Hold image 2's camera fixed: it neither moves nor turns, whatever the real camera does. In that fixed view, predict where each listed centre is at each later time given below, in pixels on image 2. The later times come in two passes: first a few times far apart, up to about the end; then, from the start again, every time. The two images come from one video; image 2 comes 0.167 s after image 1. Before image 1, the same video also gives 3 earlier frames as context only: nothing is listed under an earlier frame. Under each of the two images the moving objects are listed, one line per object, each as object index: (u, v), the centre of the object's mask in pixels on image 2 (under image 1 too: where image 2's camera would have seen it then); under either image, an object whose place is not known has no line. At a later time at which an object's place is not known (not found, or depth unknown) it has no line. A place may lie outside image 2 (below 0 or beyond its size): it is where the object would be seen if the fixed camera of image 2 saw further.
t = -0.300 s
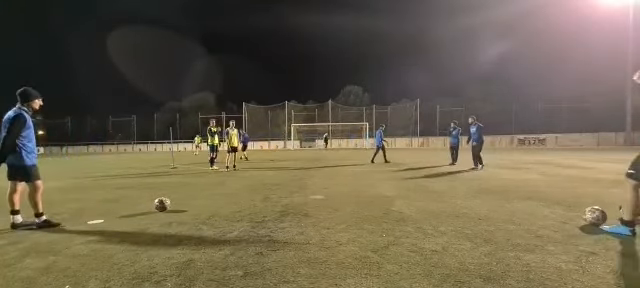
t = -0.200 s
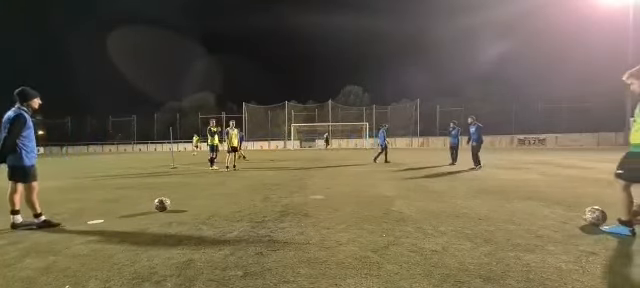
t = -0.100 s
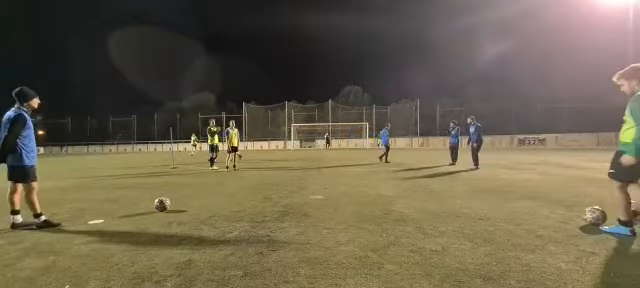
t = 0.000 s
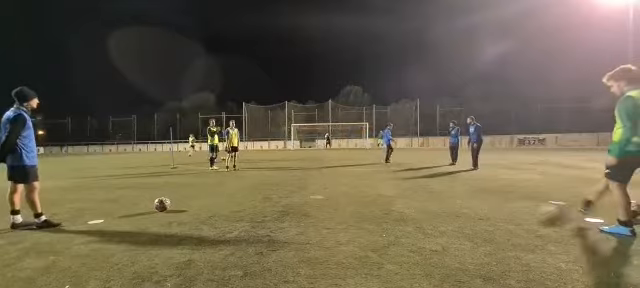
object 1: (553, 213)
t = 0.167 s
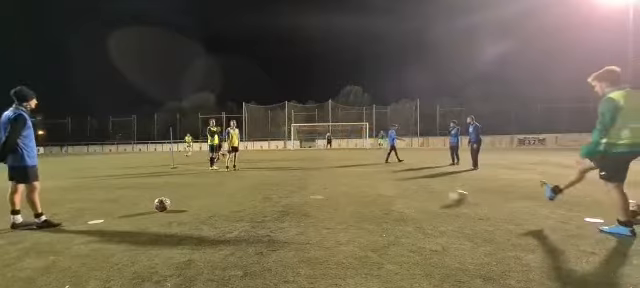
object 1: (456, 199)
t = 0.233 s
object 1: (432, 191)
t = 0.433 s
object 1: (375, 185)
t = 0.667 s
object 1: (334, 179)
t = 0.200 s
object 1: (442, 197)
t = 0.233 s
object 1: (432, 191)
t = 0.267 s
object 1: (421, 190)
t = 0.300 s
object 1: (407, 192)
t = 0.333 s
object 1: (398, 190)
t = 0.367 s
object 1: (391, 186)
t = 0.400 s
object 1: (383, 186)
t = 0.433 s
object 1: (375, 185)
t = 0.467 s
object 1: (368, 183)
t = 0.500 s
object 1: (362, 182)
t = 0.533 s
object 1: (356, 181)
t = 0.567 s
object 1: (349, 181)
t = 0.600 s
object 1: (344, 180)
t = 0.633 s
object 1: (339, 180)
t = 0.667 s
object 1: (334, 179)
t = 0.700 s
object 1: (330, 178)
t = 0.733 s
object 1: (326, 178)
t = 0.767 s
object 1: (321, 177)
